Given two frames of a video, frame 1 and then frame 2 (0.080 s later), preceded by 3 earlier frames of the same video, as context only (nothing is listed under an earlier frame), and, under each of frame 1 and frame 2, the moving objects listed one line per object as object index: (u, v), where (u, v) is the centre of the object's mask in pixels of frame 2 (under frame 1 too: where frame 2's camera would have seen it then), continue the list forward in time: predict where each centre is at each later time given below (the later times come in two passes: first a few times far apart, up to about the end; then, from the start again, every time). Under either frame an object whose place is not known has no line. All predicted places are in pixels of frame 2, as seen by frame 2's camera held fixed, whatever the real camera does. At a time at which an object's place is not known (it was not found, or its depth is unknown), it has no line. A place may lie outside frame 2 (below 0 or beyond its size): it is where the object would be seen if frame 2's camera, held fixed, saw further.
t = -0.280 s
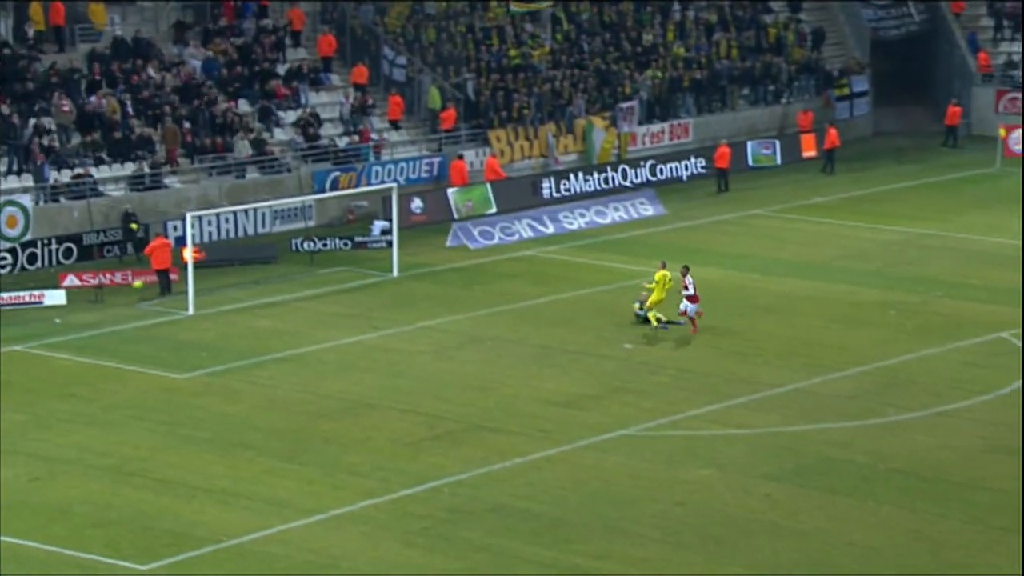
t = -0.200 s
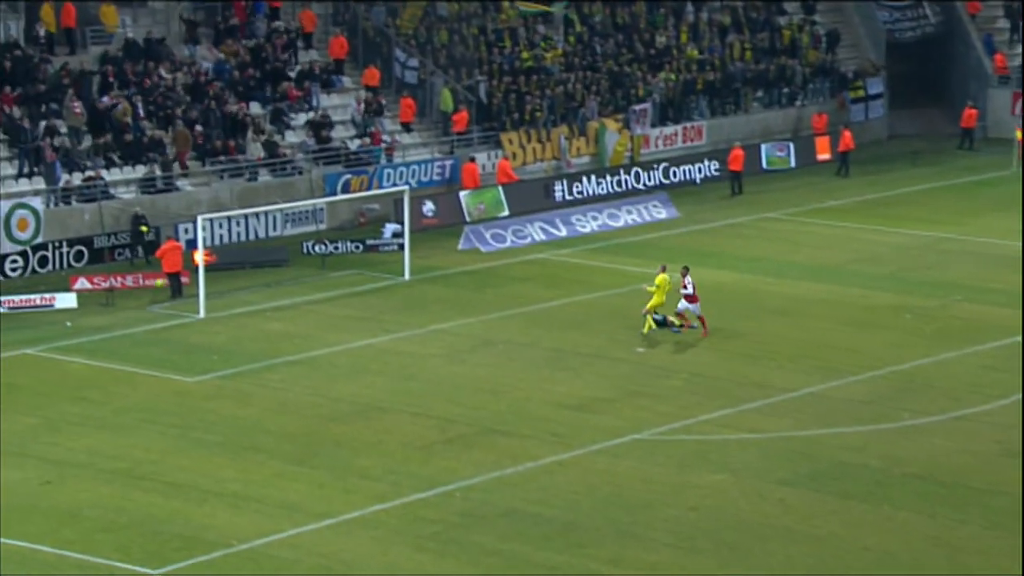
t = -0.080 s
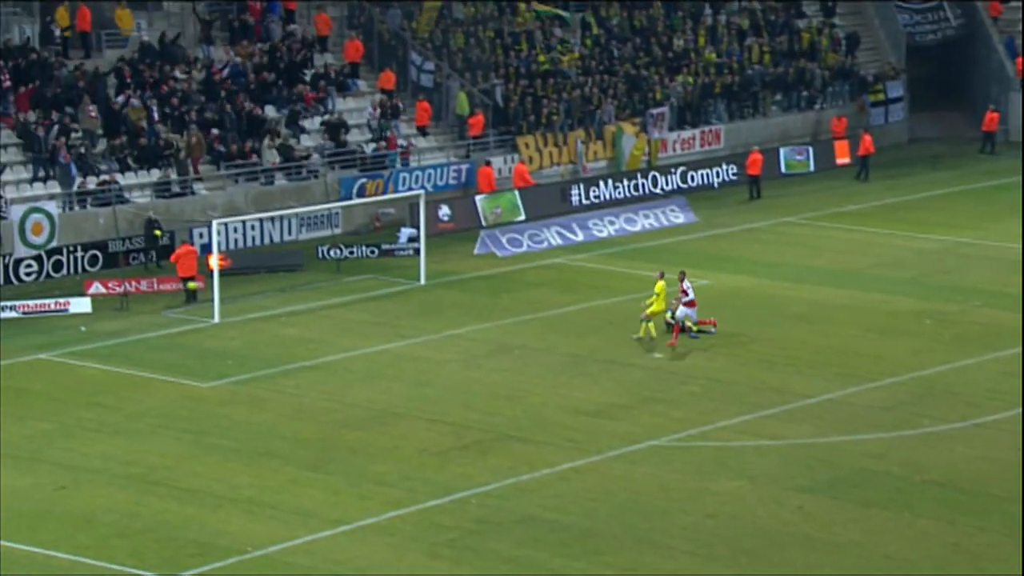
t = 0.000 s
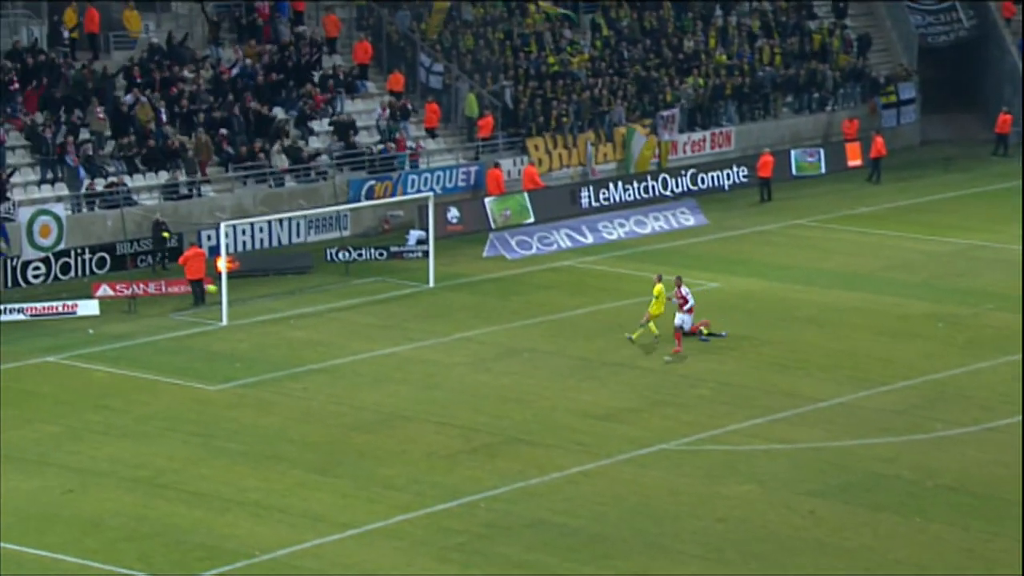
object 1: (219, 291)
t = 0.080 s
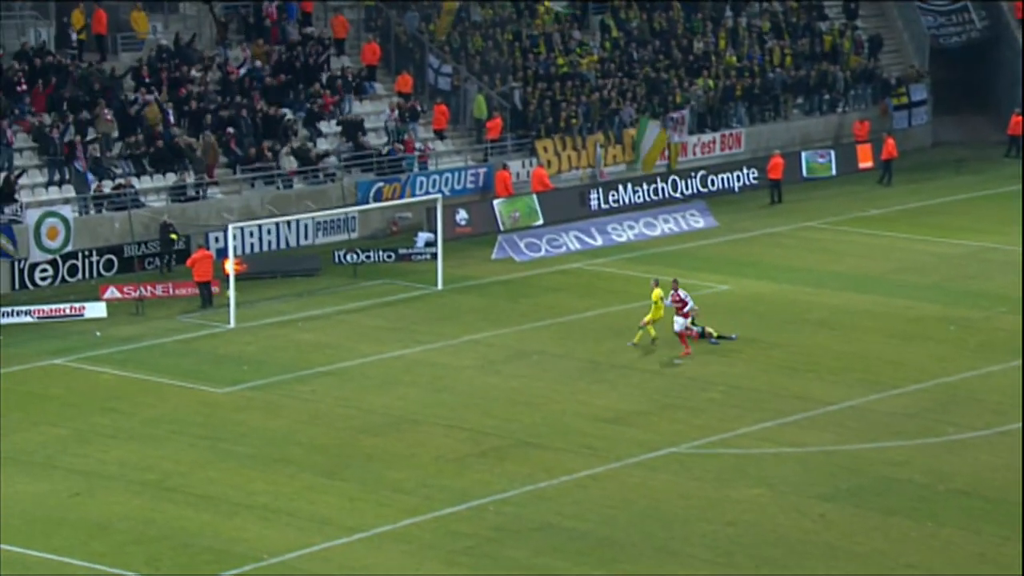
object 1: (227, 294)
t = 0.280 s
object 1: (253, 297)
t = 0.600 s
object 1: (272, 296)
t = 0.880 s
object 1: (282, 294)
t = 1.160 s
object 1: (293, 294)
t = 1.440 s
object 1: (300, 293)
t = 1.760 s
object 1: (307, 292)
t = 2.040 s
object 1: (313, 292)
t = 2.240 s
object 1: (316, 291)
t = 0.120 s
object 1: (238, 296)
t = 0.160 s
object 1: (242, 299)
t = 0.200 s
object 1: (247, 300)
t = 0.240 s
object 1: (250, 298)
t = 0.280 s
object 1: (253, 297)
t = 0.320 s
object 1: (257, 296)
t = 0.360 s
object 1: (260, 295)
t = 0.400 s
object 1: (263, 295)
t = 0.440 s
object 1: (266, 296)
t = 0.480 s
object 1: (269, 297)
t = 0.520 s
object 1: (270, 296)
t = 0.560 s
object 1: (271, 296)
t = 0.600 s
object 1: (272, 296)
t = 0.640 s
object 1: (273, 295)
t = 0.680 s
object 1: (274, 296)
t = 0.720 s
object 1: (276, 295)
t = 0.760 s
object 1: (277, 295)
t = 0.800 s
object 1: (279, 295)
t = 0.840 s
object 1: (280, 294)
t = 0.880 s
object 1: (282, 294)
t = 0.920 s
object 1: (284, 294)
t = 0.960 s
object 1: (285, 294)
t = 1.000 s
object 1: (287, 294)
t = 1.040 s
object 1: (289, 294)
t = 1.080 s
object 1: (290, 293)
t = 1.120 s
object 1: (293, 294)
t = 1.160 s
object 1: (293, 294)
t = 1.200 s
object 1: (295, 294)
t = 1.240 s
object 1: (296, 294)
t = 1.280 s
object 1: (297, 293)
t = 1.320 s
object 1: (298, 293)
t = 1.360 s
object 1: (298, 293)
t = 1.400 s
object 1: (299, 293)
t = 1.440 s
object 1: (300, 293)
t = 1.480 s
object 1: (301, 293)
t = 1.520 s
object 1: (302, 293)
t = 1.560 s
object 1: (303, 293)
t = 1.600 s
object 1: (304, 293)
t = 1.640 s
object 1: (305, 293)
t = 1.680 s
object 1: (305, 292)
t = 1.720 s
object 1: (307, 292)
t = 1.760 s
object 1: (307, 292)
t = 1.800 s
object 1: (308, 292)
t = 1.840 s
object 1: (309, 292)
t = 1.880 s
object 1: (310, 292)
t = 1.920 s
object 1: (311, 292)
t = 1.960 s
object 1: (311, 292)
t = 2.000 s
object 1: (312, 292)
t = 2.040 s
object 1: (313, 292)
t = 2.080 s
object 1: (313, 292)
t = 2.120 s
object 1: (314, 291)
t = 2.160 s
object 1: (314, 291)
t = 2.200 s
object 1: (315, 291)
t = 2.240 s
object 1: (316, 291)
